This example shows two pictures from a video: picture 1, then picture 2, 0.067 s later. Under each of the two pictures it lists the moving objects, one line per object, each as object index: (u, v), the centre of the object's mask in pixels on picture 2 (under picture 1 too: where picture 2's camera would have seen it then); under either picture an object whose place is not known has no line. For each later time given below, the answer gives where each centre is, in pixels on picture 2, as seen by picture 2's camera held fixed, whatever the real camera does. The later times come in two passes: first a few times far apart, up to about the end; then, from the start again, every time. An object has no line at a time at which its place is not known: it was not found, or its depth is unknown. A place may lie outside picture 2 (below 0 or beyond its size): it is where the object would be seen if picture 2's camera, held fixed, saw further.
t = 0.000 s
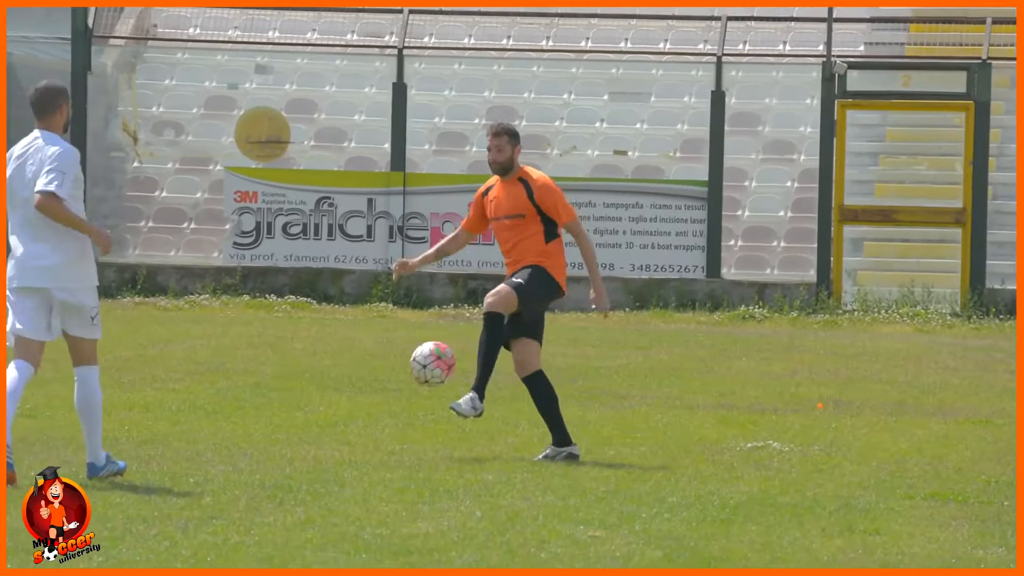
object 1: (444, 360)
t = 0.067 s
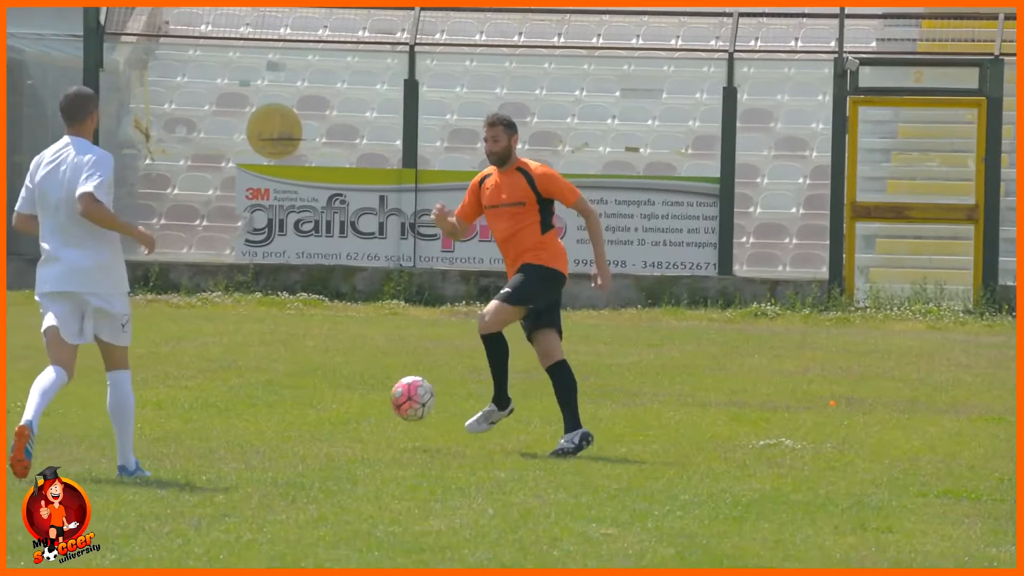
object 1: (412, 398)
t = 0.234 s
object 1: (359, 386)
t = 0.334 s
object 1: (336, 364)
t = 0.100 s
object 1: (397, 420)
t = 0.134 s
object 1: (384, 427)
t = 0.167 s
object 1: (375, 412)
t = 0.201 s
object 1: (367, 398)
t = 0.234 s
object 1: (359, 386)
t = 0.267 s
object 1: (351, 376)
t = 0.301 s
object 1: (343, 369)
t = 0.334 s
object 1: (336, 364)
